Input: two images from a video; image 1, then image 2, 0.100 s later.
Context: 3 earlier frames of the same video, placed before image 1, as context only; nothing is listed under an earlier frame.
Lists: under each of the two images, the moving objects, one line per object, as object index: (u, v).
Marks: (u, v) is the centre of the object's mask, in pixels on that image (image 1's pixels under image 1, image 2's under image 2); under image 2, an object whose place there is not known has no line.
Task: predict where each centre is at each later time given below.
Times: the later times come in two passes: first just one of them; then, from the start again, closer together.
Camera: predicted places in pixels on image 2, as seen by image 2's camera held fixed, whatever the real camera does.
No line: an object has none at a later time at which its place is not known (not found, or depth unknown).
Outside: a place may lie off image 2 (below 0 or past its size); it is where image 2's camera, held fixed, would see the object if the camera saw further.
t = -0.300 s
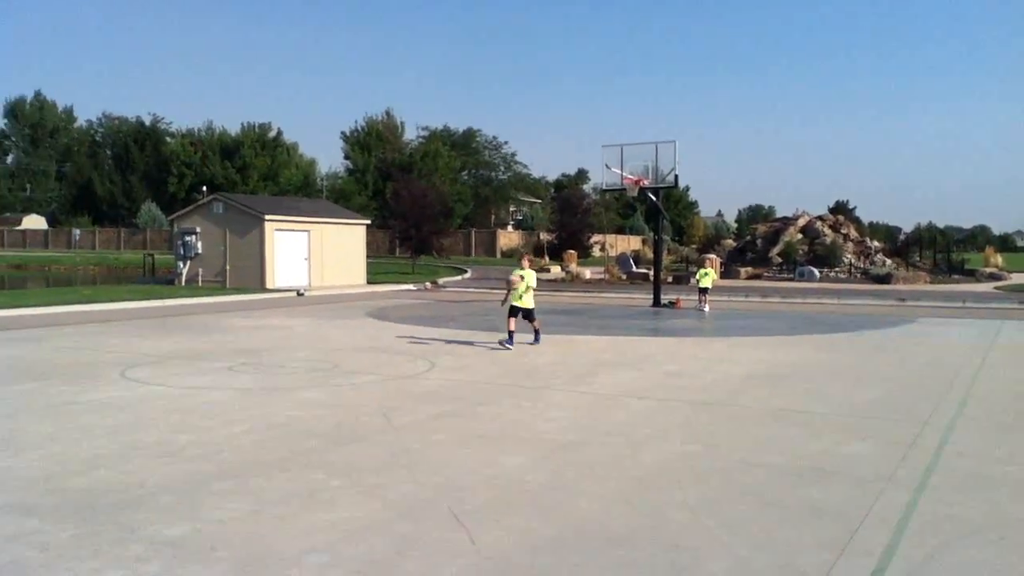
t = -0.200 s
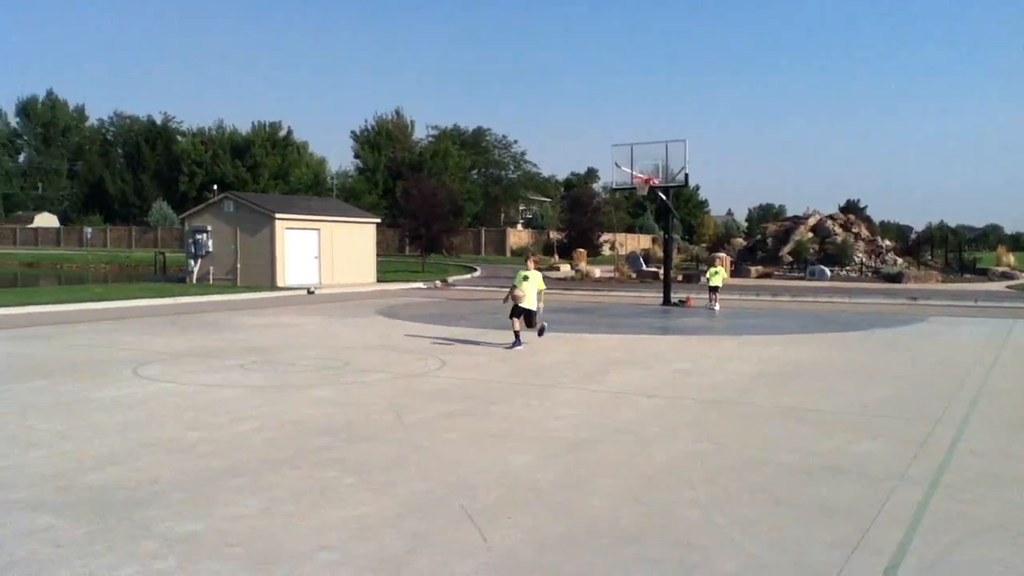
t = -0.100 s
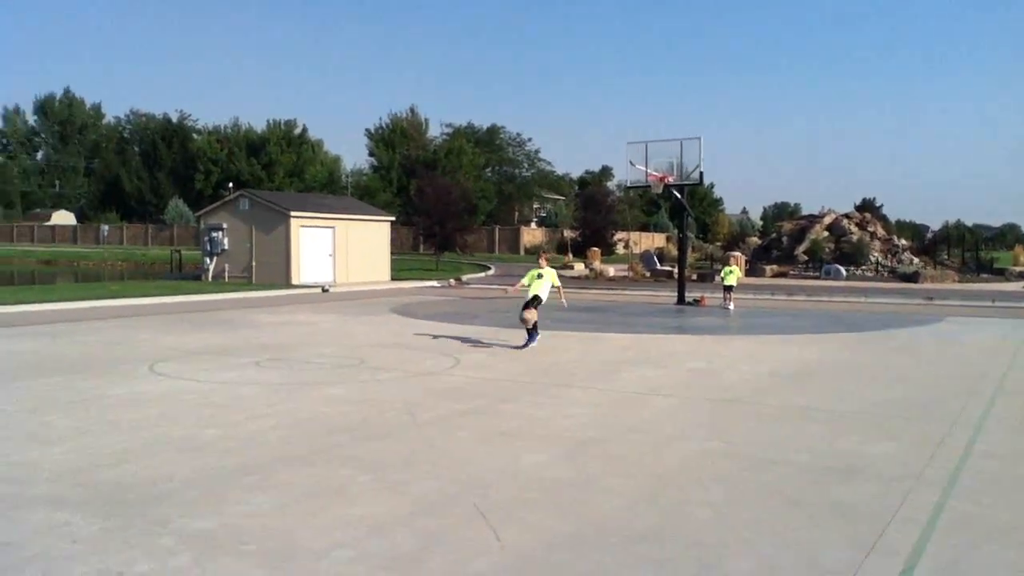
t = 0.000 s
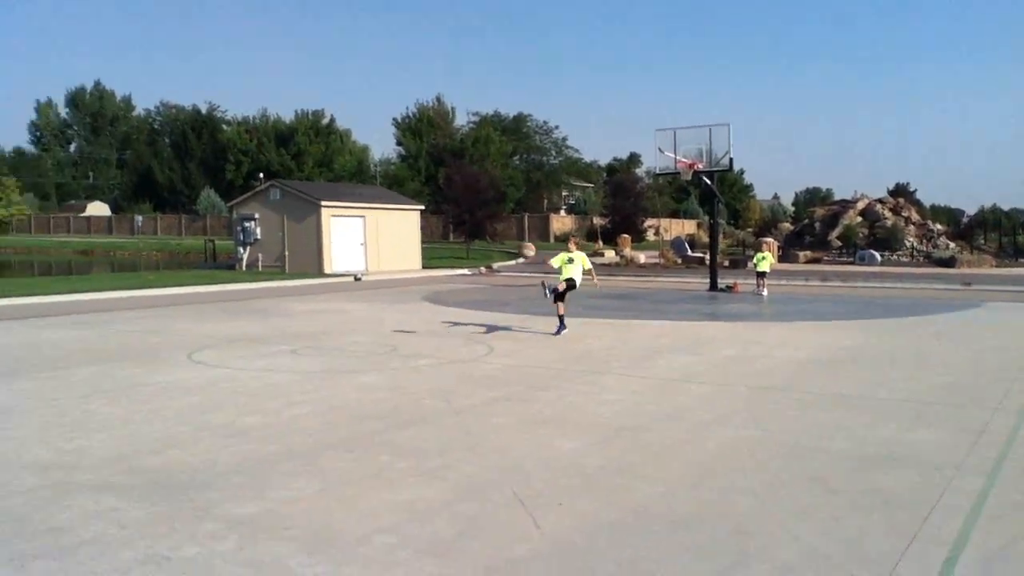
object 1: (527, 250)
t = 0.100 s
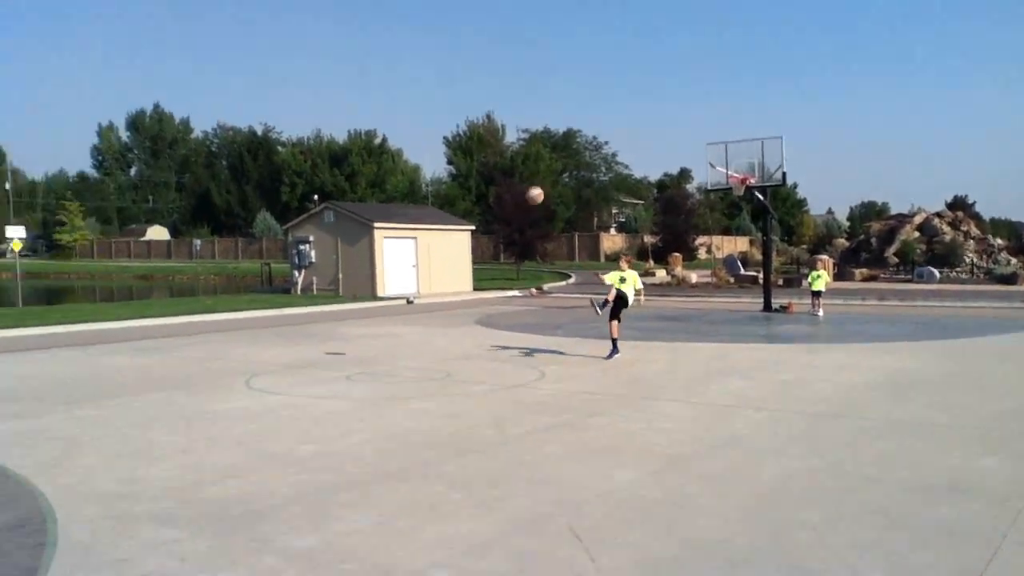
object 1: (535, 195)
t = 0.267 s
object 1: (451, 69)
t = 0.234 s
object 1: (471, 94)
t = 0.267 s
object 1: (451, 69)
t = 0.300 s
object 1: (434, 43)
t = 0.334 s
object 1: (415, 18)
